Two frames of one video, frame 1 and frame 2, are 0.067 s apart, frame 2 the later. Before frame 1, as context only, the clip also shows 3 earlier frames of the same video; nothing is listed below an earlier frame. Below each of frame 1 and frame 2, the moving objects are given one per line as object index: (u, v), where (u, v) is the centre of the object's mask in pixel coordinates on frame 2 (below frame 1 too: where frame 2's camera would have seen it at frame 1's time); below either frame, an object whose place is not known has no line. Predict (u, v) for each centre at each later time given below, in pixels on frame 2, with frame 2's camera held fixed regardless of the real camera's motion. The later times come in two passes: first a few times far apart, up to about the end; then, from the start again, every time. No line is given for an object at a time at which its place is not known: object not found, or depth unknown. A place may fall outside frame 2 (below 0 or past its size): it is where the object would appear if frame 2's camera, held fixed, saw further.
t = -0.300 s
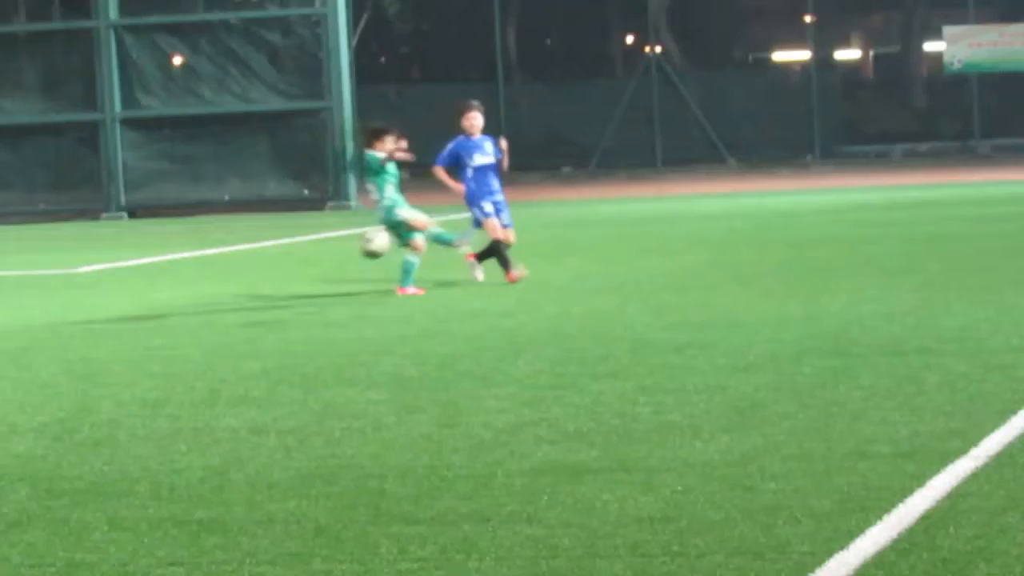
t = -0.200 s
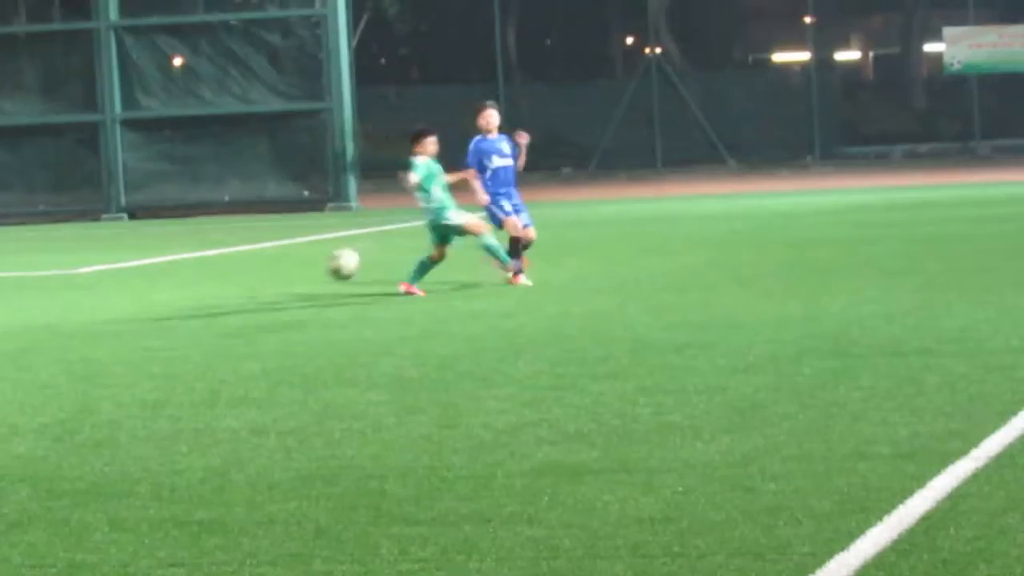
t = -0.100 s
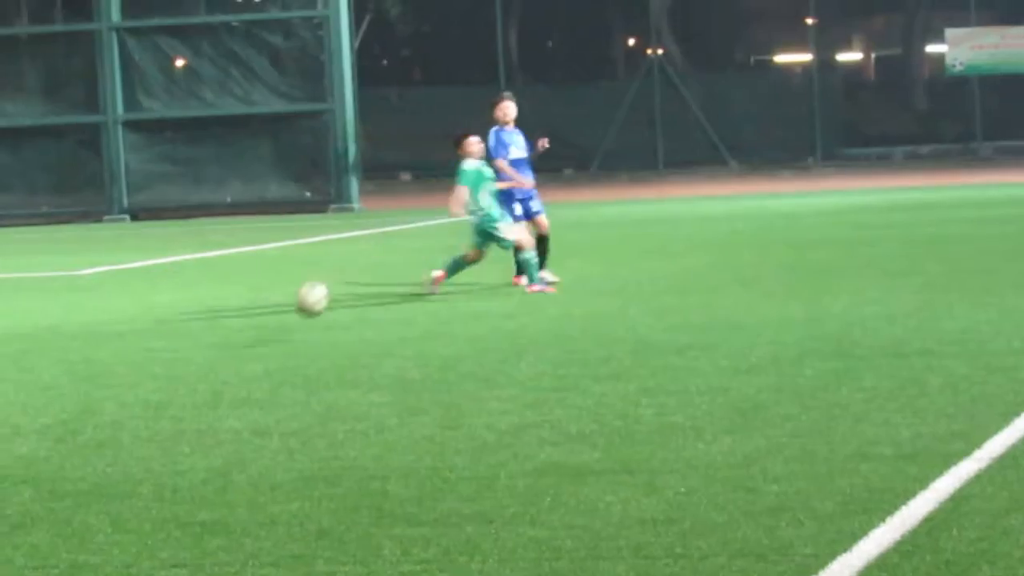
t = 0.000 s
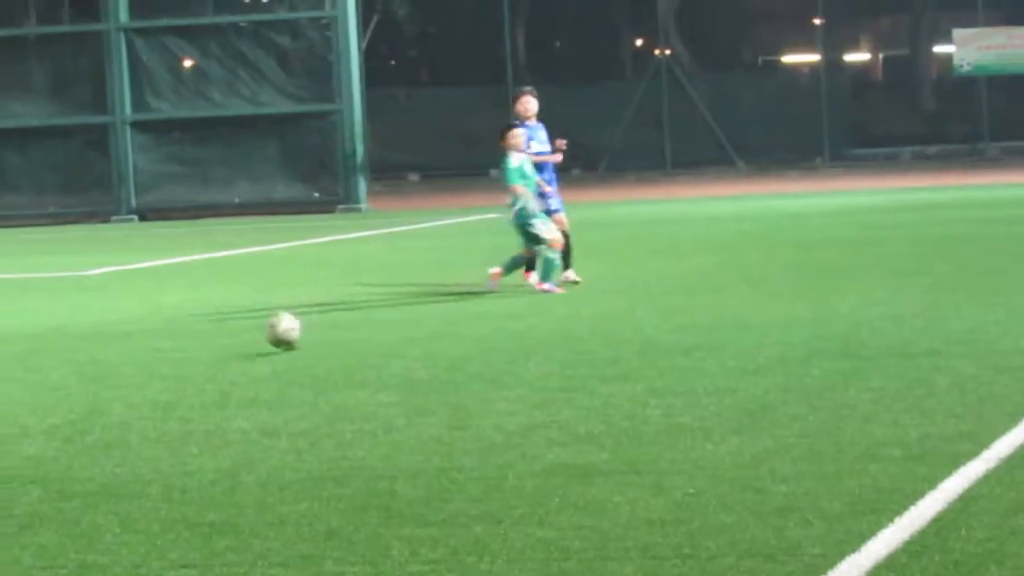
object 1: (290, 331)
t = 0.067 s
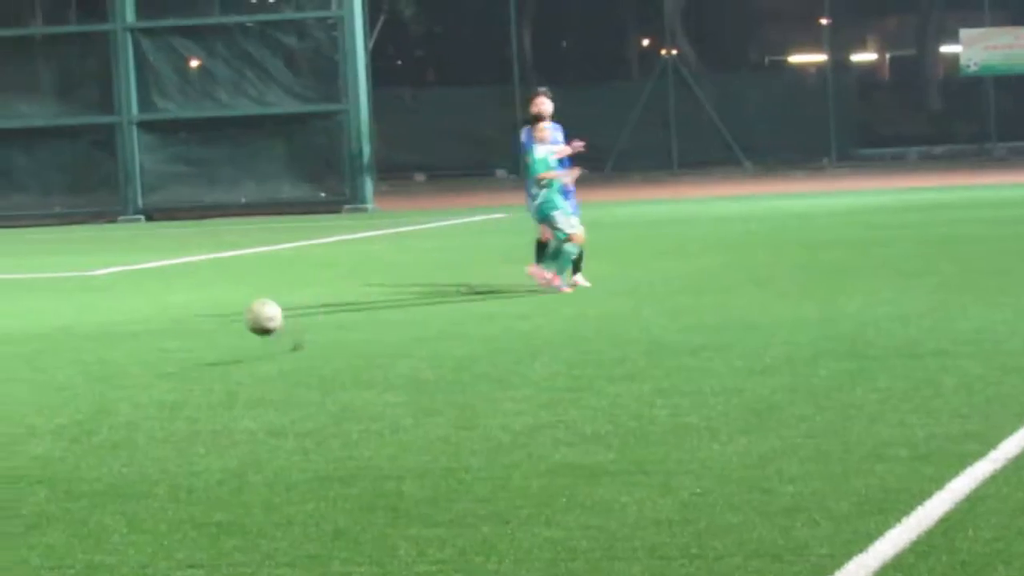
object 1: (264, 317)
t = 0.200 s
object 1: (209, 312)
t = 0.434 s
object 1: (95, 392)
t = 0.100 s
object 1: (250, 312)
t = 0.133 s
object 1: (238, 311)
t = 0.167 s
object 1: (224, 310)
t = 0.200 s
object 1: (209, 312)
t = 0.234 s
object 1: (195, 316)
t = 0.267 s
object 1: (180, 322)
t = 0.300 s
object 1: (165, 331)
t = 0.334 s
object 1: (148, 342)
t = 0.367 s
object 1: (131, 356)
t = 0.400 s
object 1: (114, 373)
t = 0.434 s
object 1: (95, 392)
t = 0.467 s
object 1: (78, 409)
